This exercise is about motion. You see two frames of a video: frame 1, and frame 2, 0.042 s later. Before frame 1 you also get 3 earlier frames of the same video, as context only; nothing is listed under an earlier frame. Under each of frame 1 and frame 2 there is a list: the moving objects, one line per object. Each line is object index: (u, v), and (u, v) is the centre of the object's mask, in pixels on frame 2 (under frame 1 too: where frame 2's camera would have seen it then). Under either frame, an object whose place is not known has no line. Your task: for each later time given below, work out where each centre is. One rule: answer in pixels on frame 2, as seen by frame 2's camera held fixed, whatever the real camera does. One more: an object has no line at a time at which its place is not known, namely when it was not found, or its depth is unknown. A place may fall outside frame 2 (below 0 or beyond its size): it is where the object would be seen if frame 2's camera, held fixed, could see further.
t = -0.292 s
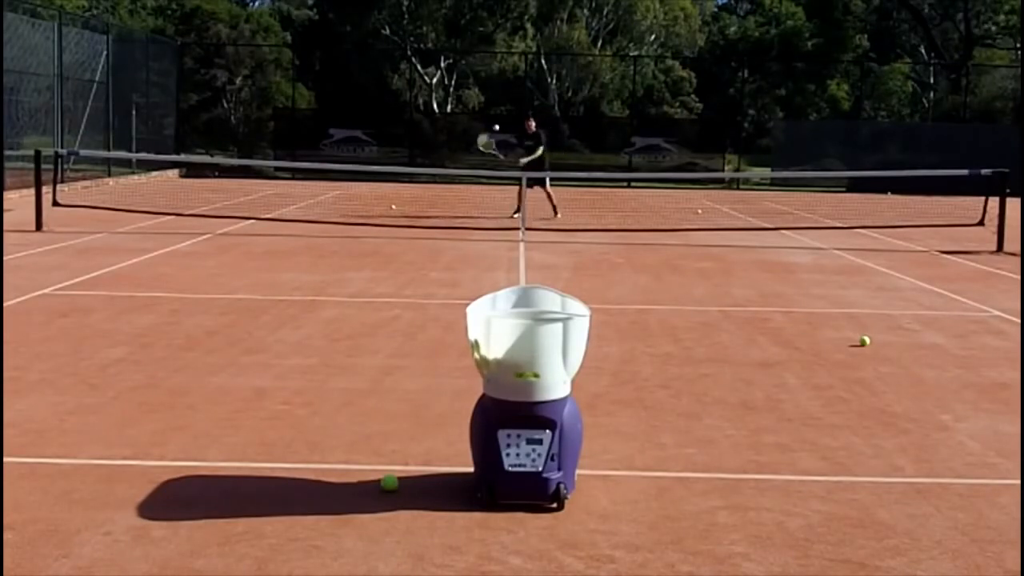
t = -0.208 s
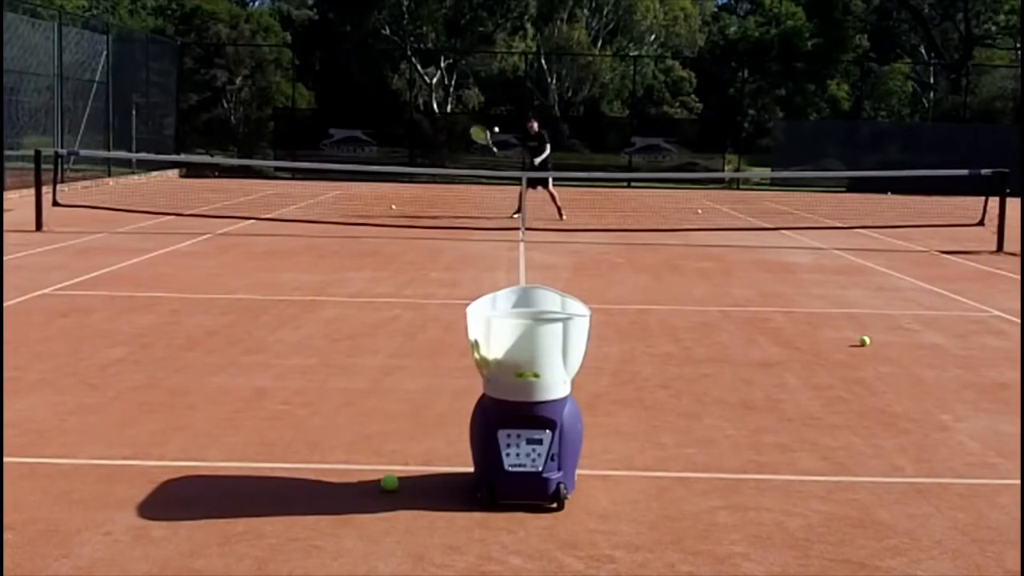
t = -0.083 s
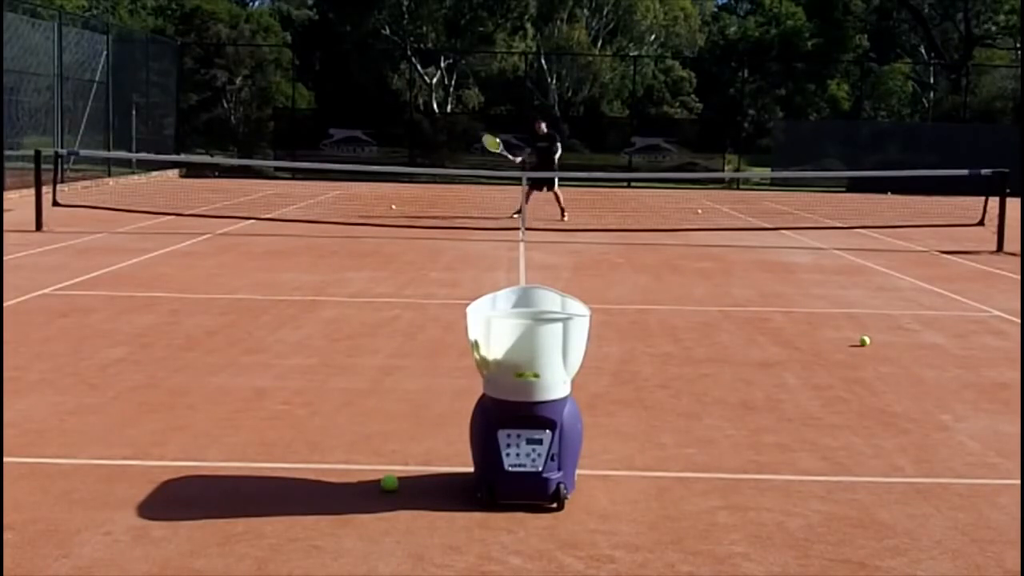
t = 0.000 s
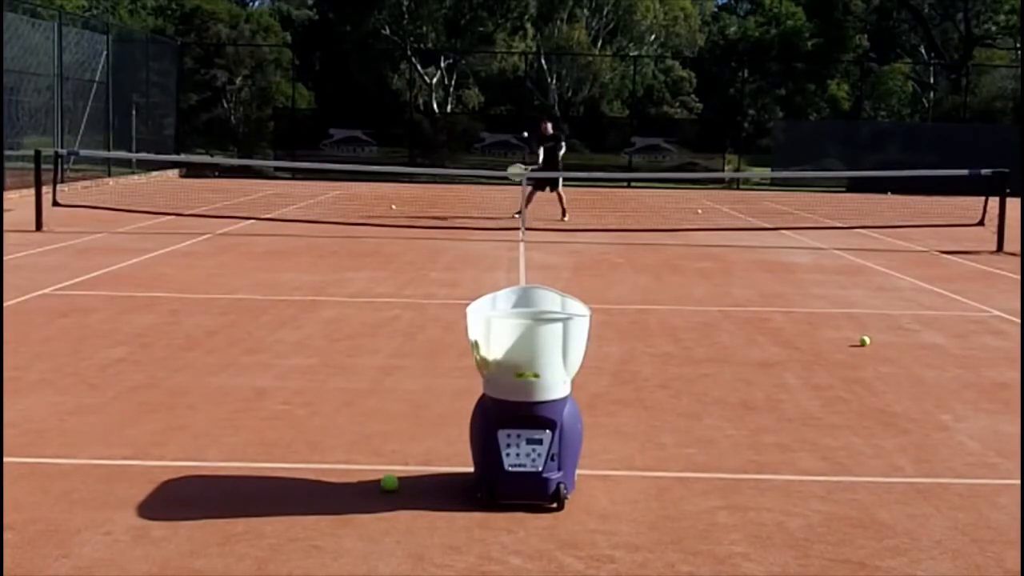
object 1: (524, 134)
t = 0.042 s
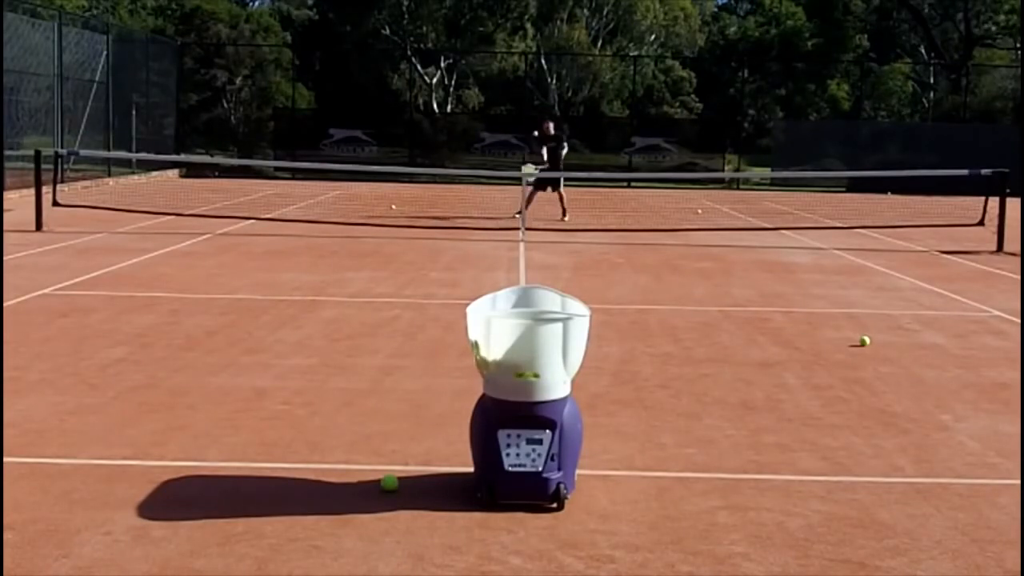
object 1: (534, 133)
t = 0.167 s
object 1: (582, 137)
